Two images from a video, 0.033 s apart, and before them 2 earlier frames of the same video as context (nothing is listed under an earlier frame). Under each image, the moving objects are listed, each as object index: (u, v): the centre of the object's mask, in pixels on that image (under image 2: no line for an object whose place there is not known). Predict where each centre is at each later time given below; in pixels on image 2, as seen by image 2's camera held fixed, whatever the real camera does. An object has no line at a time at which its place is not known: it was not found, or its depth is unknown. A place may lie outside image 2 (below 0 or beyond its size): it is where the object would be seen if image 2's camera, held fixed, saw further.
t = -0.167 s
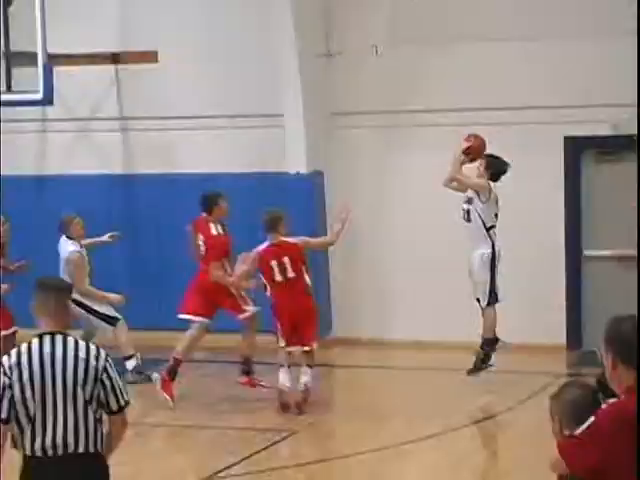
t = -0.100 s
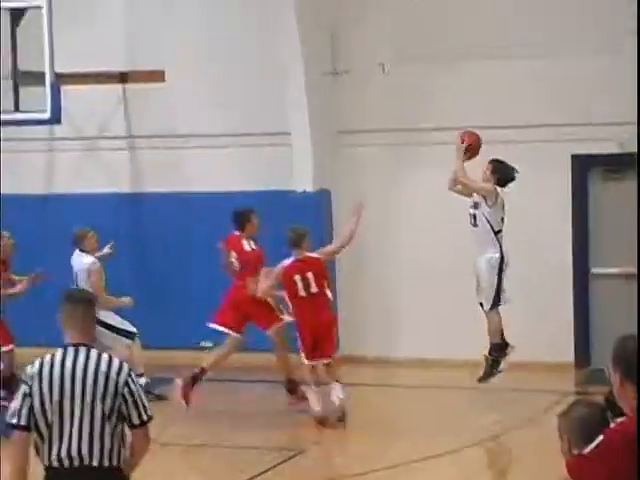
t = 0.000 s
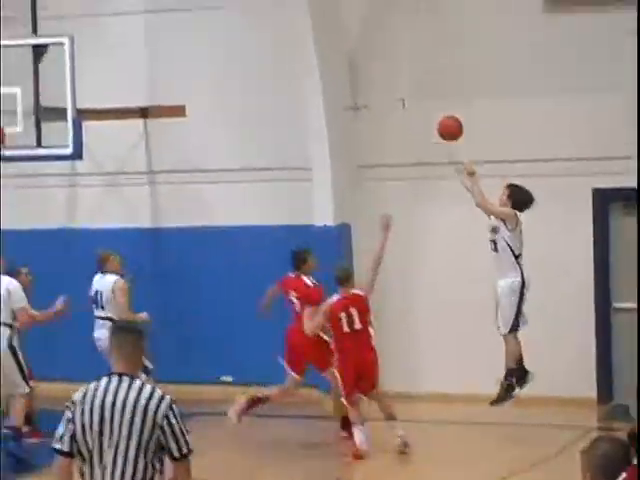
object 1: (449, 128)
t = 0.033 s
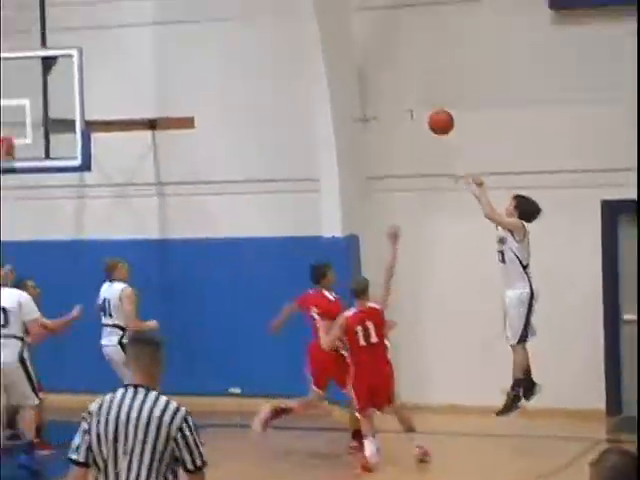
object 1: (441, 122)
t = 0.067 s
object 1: (423, 106)
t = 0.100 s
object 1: (406, 90)
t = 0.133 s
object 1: (388, 77)
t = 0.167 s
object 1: (371, 64)
